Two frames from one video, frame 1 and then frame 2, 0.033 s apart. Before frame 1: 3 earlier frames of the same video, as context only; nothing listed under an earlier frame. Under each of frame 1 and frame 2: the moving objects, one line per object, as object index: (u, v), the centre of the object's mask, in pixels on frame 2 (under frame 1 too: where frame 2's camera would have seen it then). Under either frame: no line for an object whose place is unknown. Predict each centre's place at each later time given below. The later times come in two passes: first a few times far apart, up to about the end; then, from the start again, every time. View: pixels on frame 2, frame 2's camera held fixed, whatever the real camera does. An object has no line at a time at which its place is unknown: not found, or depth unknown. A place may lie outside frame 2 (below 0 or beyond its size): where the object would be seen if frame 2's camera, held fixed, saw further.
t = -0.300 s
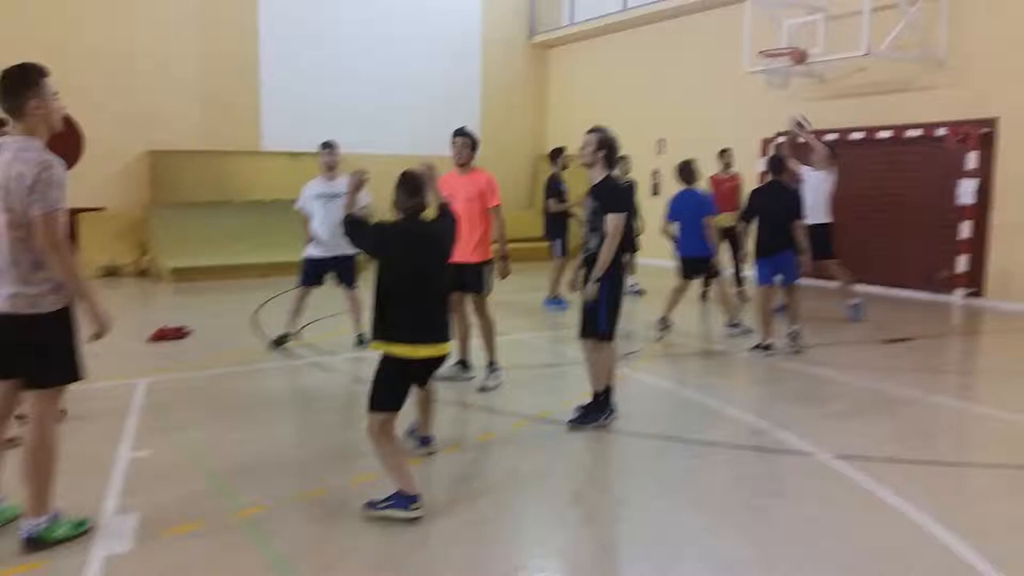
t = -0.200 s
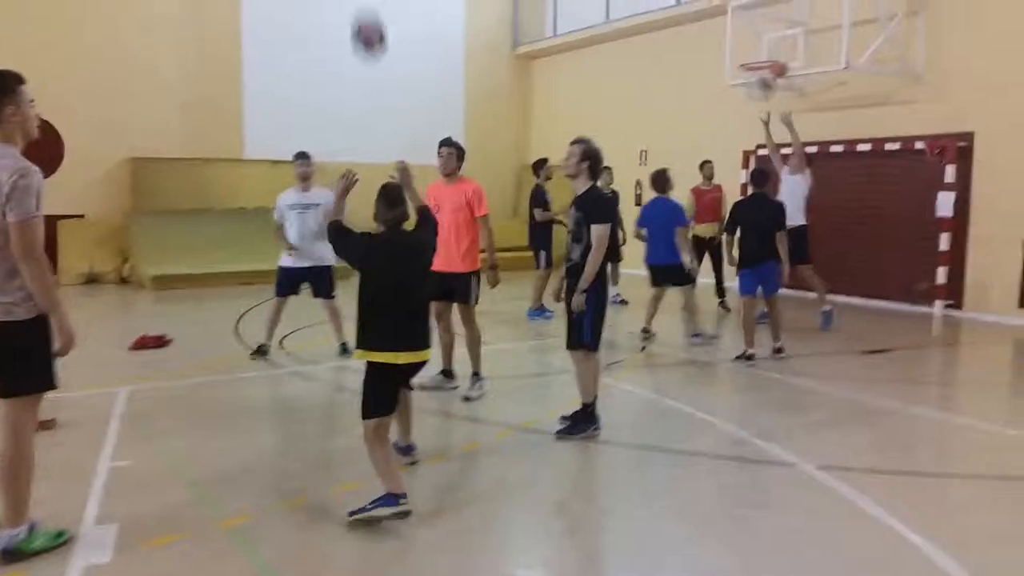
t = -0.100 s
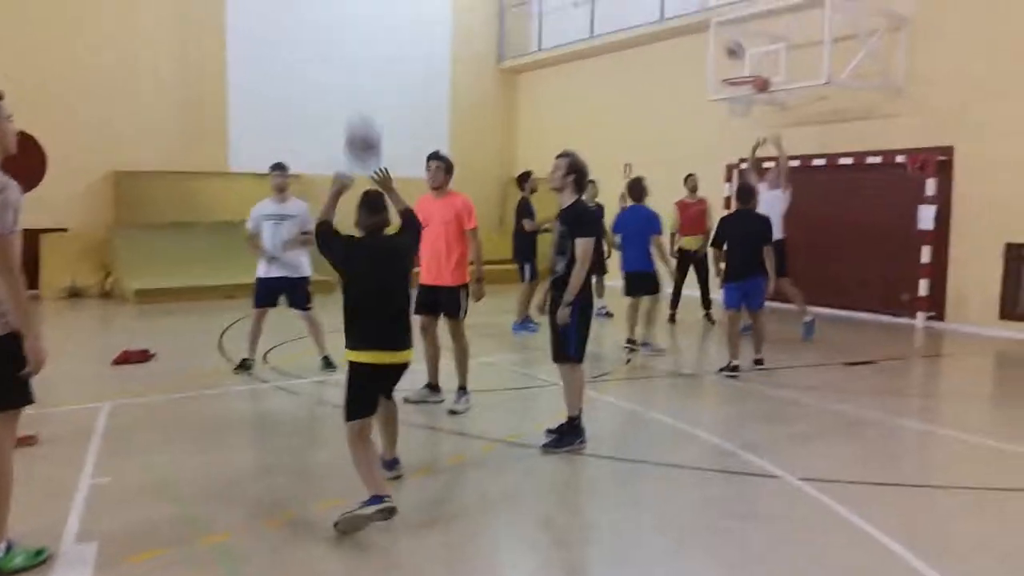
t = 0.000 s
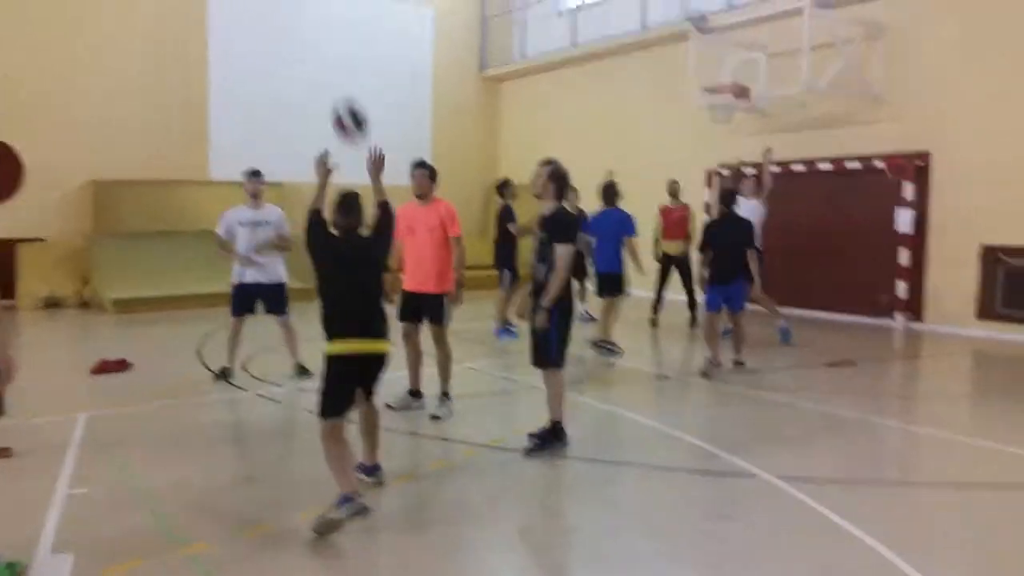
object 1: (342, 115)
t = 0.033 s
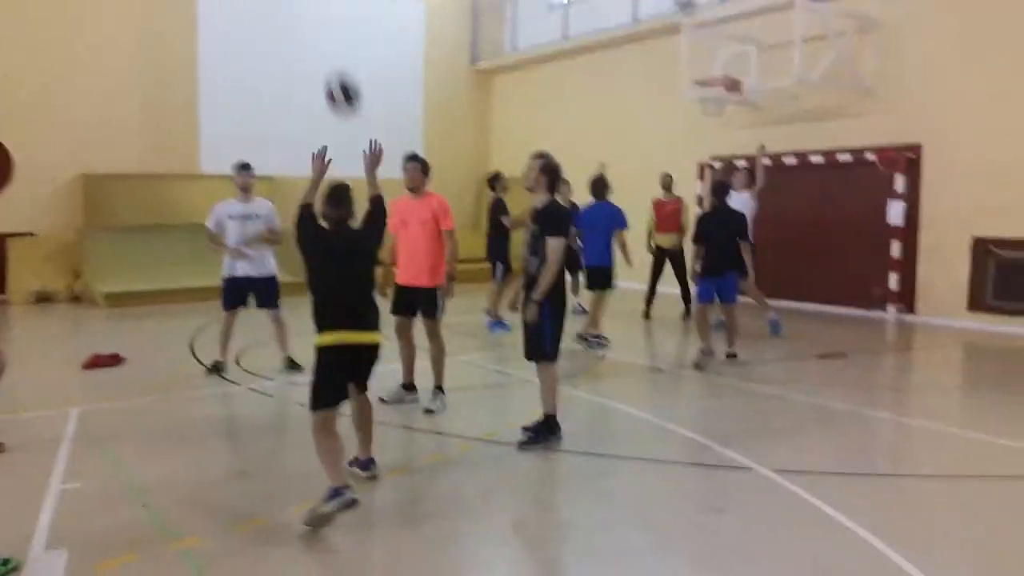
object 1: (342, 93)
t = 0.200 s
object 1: (350, 20)
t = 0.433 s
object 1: (356, 5)
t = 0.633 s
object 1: (355, 55)
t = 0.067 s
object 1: (343, 72)
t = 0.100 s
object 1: (345, 57)
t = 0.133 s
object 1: (347, 44)
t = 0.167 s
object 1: (348, 29)
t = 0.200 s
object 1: (350, 20)
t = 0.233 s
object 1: (351, 13)
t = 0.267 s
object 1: (351, 6)
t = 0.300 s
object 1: (352, 2)
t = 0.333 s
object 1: (352, 2)
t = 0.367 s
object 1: (353, 2)
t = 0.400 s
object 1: (354, 3)
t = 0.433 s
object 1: (356, 5)
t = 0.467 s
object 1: (353, 6)
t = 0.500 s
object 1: (353, 14)
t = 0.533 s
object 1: (356, 22)
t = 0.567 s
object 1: (357, 30)
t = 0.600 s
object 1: (357, 42)
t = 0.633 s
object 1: (355, 55)
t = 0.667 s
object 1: (355, 69)
